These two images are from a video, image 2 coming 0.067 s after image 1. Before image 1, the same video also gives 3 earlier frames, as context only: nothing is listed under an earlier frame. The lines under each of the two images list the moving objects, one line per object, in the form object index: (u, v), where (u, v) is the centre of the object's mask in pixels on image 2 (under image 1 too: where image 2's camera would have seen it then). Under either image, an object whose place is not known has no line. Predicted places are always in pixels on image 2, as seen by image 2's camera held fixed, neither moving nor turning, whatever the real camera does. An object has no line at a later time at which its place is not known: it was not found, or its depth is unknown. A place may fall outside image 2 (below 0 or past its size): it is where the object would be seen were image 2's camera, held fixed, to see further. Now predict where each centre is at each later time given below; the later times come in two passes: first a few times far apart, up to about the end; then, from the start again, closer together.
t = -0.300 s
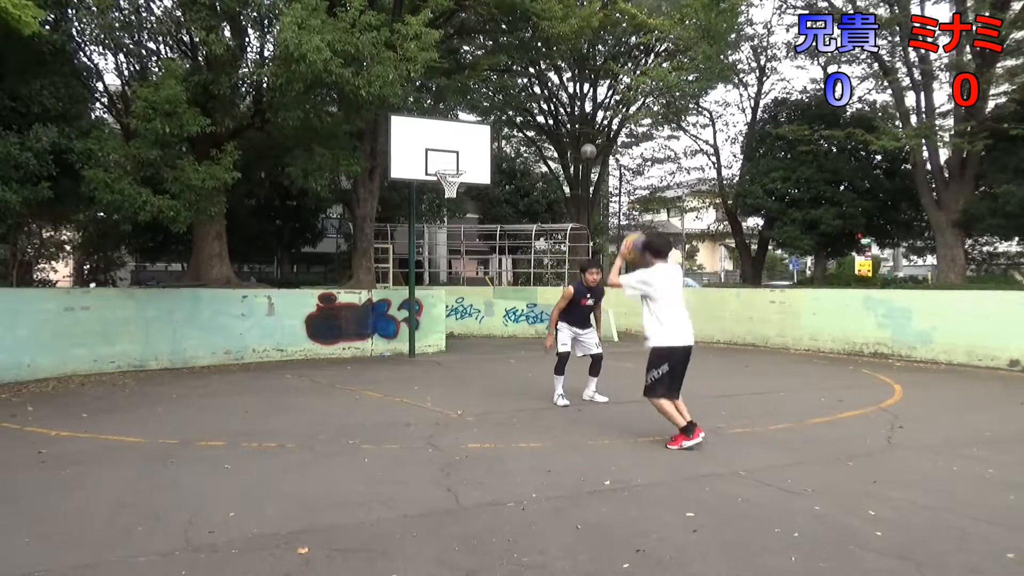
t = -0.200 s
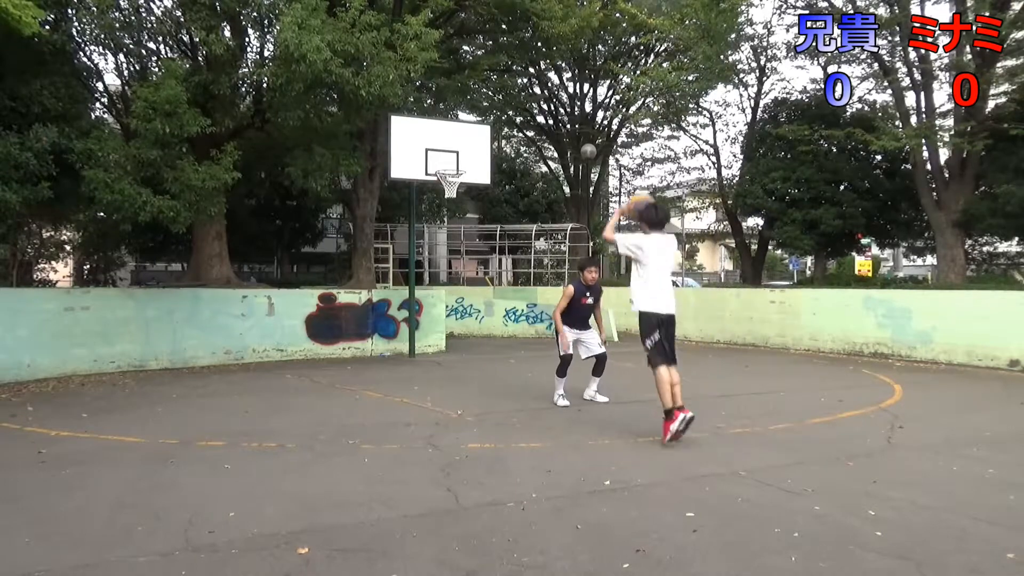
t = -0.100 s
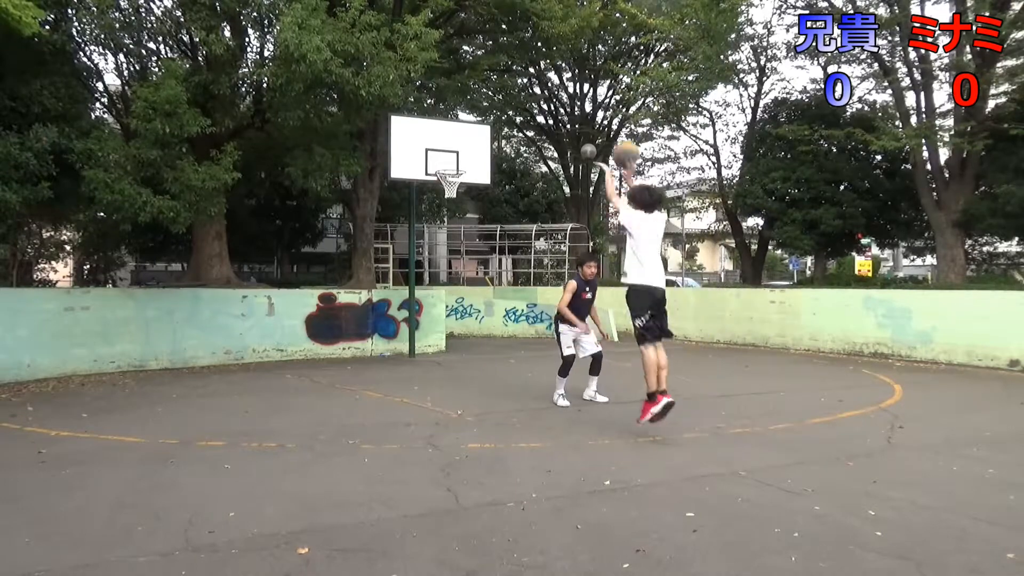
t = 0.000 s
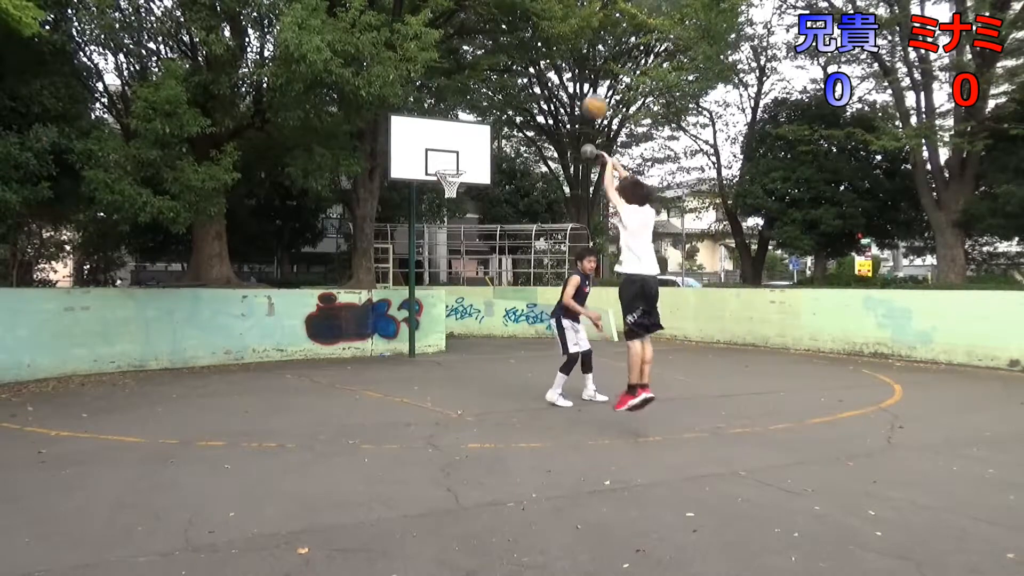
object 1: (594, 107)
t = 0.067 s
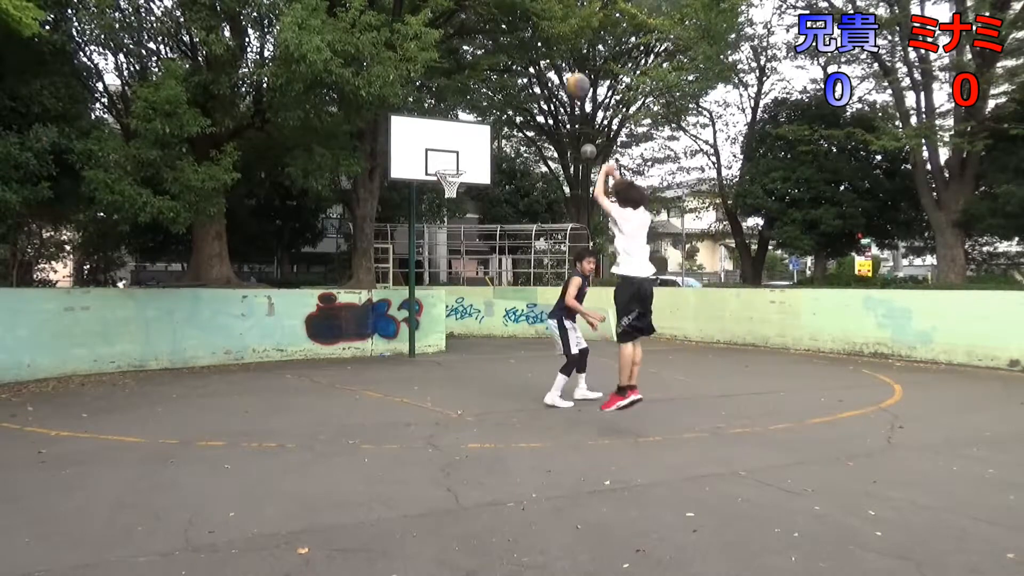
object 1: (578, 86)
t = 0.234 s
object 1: (542, 57)
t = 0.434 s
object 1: (508, 58)
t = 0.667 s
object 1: (479, 92)
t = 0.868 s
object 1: (459, 142)
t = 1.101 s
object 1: (450, 182)
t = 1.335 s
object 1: (453, 188)
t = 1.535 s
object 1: (450, 212)
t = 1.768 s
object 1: (448, 272)
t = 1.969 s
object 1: (444, 349)
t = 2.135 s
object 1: (444, 312)
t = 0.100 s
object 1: (569, 77)
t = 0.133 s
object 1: (562, 70)
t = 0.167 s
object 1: (555, 64)
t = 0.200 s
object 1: (548, 60)
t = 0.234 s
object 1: (542, 57)
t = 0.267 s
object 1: (535, 54)
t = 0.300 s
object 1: (529, 53)
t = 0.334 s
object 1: (523, 54)
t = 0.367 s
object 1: (518, 54)
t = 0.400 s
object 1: (513, 55)
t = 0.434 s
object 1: (508, 58)
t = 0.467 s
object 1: (503, 60)
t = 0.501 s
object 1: (499, 64)
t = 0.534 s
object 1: (495, 68)
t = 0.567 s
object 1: (491, 73)
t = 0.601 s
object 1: (486, 78)
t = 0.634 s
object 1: (483, 85)
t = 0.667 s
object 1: (479, 92)
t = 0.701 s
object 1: (475, 98)
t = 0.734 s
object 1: (472, 106)
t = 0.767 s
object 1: (468, 113)
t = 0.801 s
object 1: (465, 123)
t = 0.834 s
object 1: (462, 132)
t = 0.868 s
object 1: (459, 142)
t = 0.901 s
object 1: (456, 151)
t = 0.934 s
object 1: (453, 161)
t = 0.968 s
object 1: (450, 172)
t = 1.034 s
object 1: (447, 182)
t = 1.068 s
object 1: (449, 183)
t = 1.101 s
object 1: (450, 182)
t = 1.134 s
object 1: (451, 182)
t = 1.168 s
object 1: (454, 184)
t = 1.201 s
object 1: (454, 183)
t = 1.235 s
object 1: (453, 184)
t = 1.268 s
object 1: (453, 183)
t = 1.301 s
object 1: (453, 185)
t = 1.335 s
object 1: (453, 188)
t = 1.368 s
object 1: (452, 190)
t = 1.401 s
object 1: (452, 193)
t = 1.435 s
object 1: (451, 197)
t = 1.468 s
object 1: (451, 201)
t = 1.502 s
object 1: (451, 206)
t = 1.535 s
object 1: (450, 212)
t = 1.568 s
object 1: (449, 219)
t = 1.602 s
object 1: (449, 226)
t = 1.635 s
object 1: (449, 235)
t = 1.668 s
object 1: (449, 243)
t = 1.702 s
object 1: (448, 251)
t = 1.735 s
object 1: (447, 262)
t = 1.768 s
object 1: (448, 272)
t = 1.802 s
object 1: (447, 283)
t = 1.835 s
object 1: (446, 296)
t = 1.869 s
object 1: (446, 309)
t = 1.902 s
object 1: (445, 321)
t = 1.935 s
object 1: (445, 335)
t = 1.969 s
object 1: (444, 349)
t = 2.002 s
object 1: (444, 354)
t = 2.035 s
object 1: (444, 342)
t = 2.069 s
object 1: (445, 332)
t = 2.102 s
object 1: (444, 322)
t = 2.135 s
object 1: (444, 312)
